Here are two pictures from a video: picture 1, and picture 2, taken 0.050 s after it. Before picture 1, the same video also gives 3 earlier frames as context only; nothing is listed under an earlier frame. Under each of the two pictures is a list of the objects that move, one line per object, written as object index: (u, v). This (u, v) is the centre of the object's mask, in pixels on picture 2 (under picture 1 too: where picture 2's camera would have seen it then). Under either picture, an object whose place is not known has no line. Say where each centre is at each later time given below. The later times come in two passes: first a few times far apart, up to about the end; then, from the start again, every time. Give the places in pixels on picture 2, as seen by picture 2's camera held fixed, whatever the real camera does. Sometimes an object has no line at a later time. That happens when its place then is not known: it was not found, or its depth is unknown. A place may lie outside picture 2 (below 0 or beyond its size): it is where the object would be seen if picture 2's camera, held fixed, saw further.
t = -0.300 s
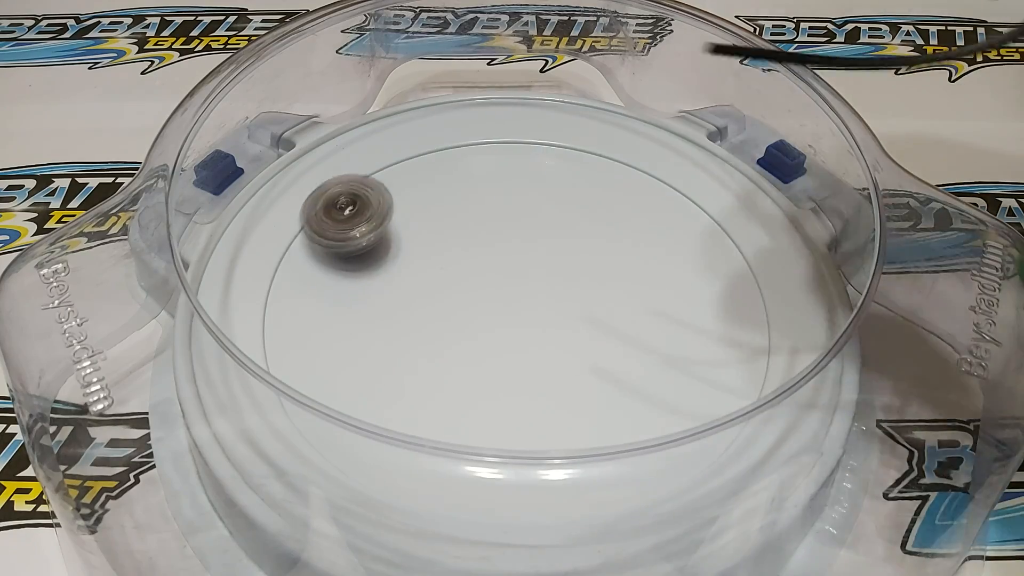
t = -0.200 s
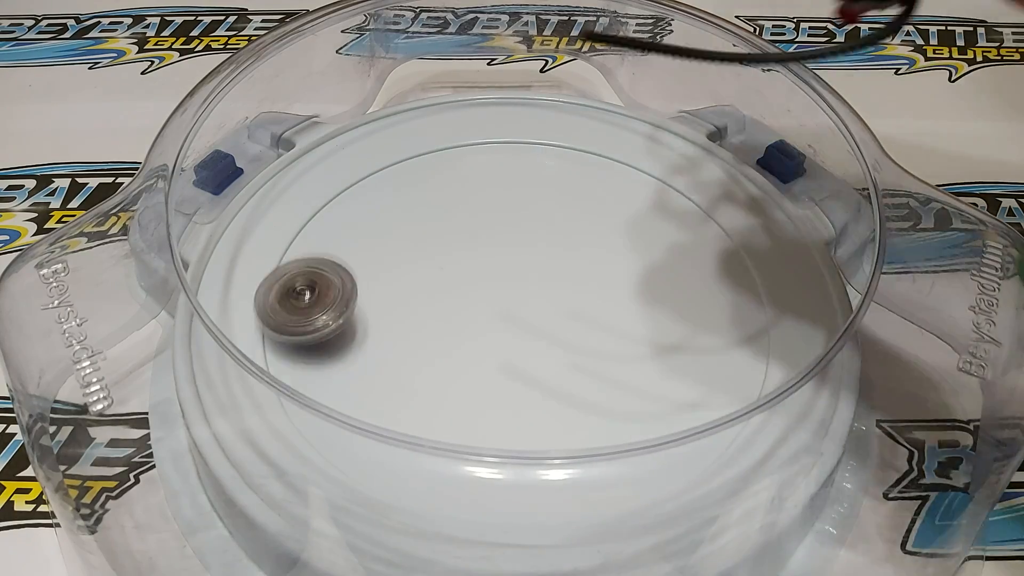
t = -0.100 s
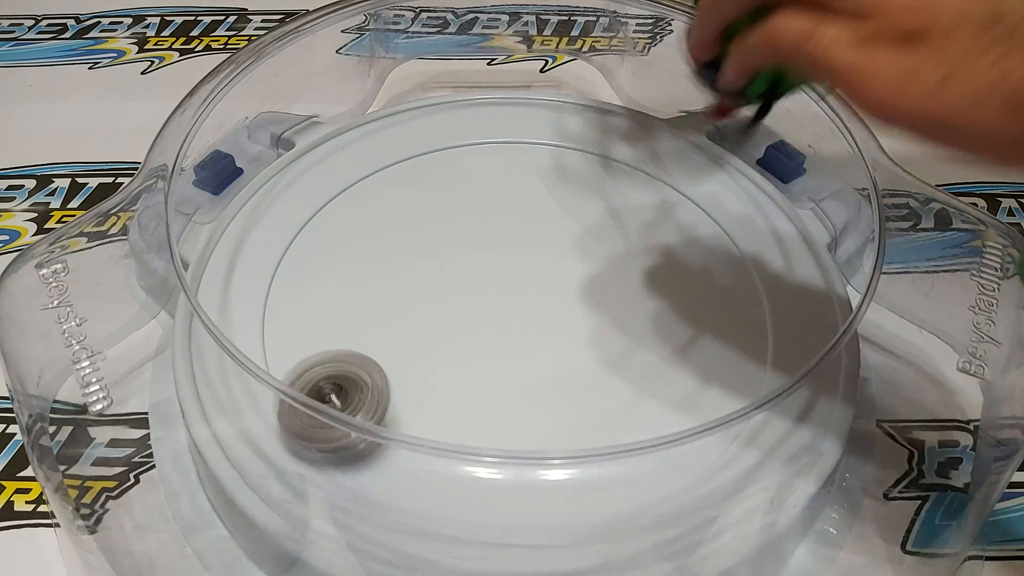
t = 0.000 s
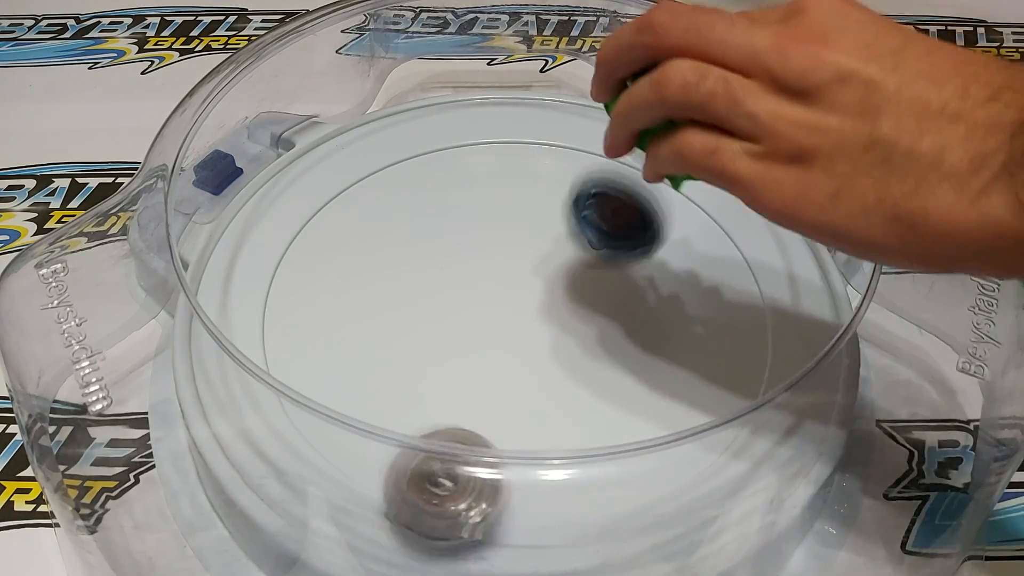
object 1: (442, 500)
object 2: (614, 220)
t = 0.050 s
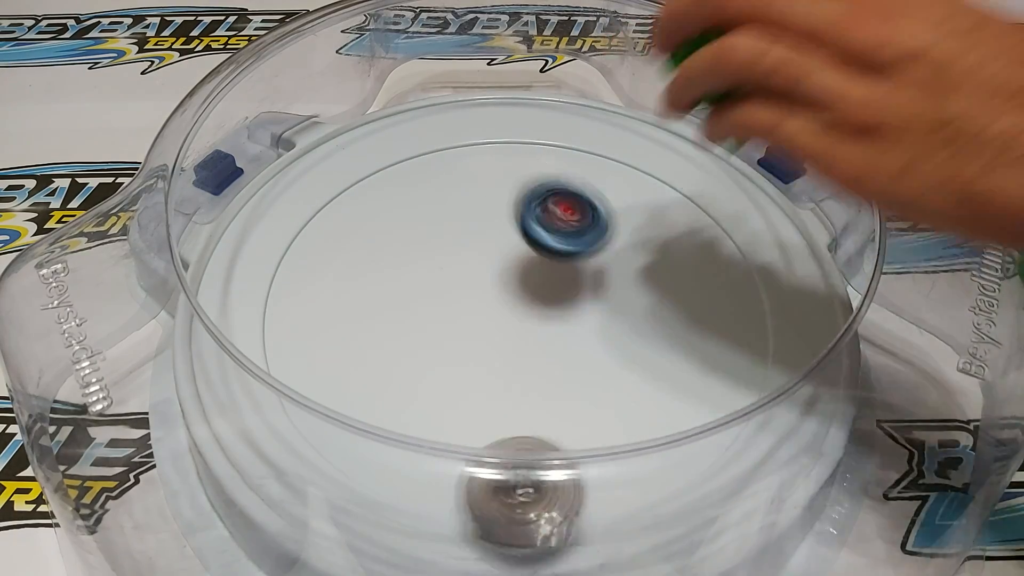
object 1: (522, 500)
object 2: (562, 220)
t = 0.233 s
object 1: (750, 361)
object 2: (360, 215)
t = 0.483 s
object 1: (595, 136)
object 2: (383, 331)
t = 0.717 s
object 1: (295, 202)
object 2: (716, 332)
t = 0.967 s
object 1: (528, 495)
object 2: (628, 192)
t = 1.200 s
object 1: (734, 219)
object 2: (370, 162)
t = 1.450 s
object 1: (372, 153)
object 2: (408, 459)
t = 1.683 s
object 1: (410, 473)
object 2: (776, 341)
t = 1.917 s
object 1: (767, 288)
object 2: (615, 95)
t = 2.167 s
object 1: (462, 123)
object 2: (355, 256)
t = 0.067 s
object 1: (550, 496)
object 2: (544, 202)
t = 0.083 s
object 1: (577, 490)
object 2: (524, 188)
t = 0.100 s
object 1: (603, 483)
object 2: (503, 179)
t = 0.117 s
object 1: (628, 475)
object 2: (482, 173)
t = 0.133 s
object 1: (652, 463)
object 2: (461, 172)
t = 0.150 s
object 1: (674, 448)
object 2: (441, 175)
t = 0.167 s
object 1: (696, 433)
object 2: (421, 182)
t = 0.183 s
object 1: (716, 418)
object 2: (403, 195)
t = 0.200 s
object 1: (734, 404)
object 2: (384, 210)
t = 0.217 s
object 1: (747, 387)
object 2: (371, 221)
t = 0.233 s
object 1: (750, 361)
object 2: (360, 215)
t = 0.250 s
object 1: (758, 343)
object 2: (349, 215)
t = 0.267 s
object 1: (758, 325)
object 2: (338, 218)
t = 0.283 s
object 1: (758, 305)
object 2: (328, 226)
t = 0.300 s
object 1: (758, 284)
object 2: (320, 235)
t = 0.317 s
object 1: (754, 264)
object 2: (315, 240)
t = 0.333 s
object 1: (747, 245)
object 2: (311, 245)
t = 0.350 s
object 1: (735, 230)
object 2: (310, 254)
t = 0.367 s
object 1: (721, 212)
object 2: (311, 262)
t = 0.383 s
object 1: (705, 196)
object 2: (315, 271)
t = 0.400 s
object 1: (690, 184)
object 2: (320, 281)
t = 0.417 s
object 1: (672, 175)
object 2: (328, 290)
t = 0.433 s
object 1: (655, 160)
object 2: (338, 301)
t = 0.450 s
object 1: (636, 147)
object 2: (351, 312)
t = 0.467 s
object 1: (617, 140)
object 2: (365, 324)
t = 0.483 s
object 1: (595, 136)
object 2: (383, 331)
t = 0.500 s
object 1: (572, 137)
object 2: (402, 342)
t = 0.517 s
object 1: (548, 133)
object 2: (423, 350)
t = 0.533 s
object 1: (525, 131)
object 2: (447, 358)
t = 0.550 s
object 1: (503, 130)
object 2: (471, 364)
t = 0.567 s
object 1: (480, 130)
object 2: (496, 368)
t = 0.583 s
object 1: (456, 130)
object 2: (522, 370)
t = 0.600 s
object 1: (434, 132)
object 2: (549, 370)
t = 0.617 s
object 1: (413, 137)
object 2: (575, 370)
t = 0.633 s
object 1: (392, 145)
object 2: (600, 369)
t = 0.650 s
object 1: (370, 155)
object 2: (626, 364)
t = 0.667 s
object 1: (349, 166)
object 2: (653, 356)
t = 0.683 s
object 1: (332, 177)
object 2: (676, 348)
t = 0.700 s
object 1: (313, 188)
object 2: (696, 342)
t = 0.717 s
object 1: (295, 202)
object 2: (716, 332)
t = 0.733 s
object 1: (281, 223)
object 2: (735, 321)
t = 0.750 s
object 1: (272, 244)
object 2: (751, 310)
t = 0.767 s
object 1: (263, 264)
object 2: (765, 298)
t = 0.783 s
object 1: (258, 287)
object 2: (777, 286)
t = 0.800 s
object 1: (261, 311)
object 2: (781, 276)
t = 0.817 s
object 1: (267, 336)
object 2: (770, 264)
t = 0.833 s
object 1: (275, 365)
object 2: (759, 257)
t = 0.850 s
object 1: (289, 391)
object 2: (746, 247)
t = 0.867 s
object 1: (310, 416)
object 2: (731, 239)
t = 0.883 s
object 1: (338, 440)
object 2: (716, 229)
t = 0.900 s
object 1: (370, 460)
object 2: (700, 220)
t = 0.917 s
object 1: (404, 475)
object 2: (683, 215)
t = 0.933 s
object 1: (445, 488)
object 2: (666, 207)
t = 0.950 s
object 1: (487, 496)
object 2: (647, 199)
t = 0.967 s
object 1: (528, 495)
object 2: (628, 192)
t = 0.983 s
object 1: (570, 493)
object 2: (609, 186)
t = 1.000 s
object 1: (608, 485)
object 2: (590, 179)
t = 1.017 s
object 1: (646, 473)
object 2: (571, 173)
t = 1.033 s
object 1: (680, 455)
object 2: (552, 167)
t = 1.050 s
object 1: (704, 432)
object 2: (531, 160)
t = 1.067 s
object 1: (726, 410)
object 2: (511, 154)
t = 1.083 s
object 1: (743, 384)
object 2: (492, 148)
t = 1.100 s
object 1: (755, 363)
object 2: (471, 143)
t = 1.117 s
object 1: (763, 336)
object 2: (453, 139)
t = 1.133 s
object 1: (766, 309)
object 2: (433, 137)
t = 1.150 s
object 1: (760, 289)
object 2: (413, 135)
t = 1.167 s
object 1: (755, 261)
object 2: (398, 139)
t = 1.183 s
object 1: (746, 240)
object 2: (383, 149)
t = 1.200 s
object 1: (734, 219)
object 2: (370, 162)
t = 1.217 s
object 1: (717, 198)
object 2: (358, 176)
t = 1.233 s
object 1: (700, 184)
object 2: (347, 190)
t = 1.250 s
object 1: (678, 169)
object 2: (336, 205)
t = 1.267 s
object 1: (657, 155)
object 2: (329, 224)
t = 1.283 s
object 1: (634, 142)
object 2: (322, 241)
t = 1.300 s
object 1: (608, 134)
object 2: (319, 262)
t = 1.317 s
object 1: (584, 129)
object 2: (318, 285)
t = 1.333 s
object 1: (557, 124)
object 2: (318, 304)
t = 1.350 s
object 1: (528, 121)
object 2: (321, 328)
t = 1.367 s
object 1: (503, 124)
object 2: (328, 349)
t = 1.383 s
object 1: (475, 125)
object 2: (342, 367)
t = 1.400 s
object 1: (448, 129)
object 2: (352, 395)
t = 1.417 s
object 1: (422, 134)
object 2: (368, 414)
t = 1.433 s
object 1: (395, 144)
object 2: (388, 436)
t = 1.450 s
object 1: (372, 153)
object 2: (408, 459)
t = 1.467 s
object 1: (348, 168)
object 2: (435, 478)
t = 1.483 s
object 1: (326, 185)
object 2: (463, 492)
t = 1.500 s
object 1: (306, 197)
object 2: (494, 500)
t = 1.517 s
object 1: (291, 222)
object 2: (527, 496)
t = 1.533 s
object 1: (278, 248)
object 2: (562, 493)
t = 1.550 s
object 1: (270, 270)
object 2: (594, 483)
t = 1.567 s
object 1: (264, 295)
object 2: (628, 472)
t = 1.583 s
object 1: (271, 324)
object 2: (657, 465)
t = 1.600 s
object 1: (275, 353)
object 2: (687, 440)
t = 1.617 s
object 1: (290, 382)
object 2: (711, 429)
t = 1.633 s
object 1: (312, 411)
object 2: (735, 412)
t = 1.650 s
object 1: (339, 431)
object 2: (753, 390)
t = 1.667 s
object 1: (372, 456)
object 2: (768, 362)
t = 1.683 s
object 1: (410, 473)
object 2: (776, 341)
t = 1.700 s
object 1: (451, 486)
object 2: (788, 319)
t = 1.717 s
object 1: (494, 494)
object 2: (797, 298)
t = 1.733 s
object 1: (536, 494)
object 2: (803, 274)
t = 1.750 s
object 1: (580, 492)
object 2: (808, 252)
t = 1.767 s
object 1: (613, 484)
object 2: (796, 234)
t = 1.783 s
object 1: (651, 472)
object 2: (778, 217)
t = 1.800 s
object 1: (680, 452)
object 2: (758, 200)
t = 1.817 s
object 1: (707, 431)
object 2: (740, 183)
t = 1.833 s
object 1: (729, 411)
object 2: (719, 166)
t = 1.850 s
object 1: (746, 386)
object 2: (701, 148)
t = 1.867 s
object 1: (757, 362)
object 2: (682, 134)
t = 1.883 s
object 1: (765, 336)
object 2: (659, 121)
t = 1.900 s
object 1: (768, 314)
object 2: (638, 106)
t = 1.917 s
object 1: (767, 288)
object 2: (615, 95)
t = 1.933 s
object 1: (762, 266)
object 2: (587, 92)
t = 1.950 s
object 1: (753, 242)
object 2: (560, 84)
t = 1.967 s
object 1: (741, 224)
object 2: (532, 81)
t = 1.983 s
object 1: (726, 203)
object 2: (504, 78)
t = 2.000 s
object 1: (710, 187)
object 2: (477, 72)
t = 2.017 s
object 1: (687, 171)
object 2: (449, 72)
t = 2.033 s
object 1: (669, 156)
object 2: (423, 73)
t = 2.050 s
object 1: (645, 145)
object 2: (405, 85)
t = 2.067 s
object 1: (624, 135)
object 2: (398, 105)
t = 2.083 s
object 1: (596, 129)
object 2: (390, 125)
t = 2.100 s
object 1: (571, 125)
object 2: (381, 147)
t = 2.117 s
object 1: (541, 121)
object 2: (373, 174)
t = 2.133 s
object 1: (516, 125)
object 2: (367, 200)
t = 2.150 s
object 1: (487, 125)
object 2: (360, 225)
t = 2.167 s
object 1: (462, 123)
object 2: (355, 256)
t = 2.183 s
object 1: (435, 133)
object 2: (352, 285)
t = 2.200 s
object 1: (410, 139)
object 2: (349, 313)
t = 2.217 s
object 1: (384, 150)
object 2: (351, 347)
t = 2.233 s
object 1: (363, 161)
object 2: (357, 372)
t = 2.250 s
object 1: (339, 177)
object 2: (361, 411)
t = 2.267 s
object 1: (320, 190)
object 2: (372, 447)
